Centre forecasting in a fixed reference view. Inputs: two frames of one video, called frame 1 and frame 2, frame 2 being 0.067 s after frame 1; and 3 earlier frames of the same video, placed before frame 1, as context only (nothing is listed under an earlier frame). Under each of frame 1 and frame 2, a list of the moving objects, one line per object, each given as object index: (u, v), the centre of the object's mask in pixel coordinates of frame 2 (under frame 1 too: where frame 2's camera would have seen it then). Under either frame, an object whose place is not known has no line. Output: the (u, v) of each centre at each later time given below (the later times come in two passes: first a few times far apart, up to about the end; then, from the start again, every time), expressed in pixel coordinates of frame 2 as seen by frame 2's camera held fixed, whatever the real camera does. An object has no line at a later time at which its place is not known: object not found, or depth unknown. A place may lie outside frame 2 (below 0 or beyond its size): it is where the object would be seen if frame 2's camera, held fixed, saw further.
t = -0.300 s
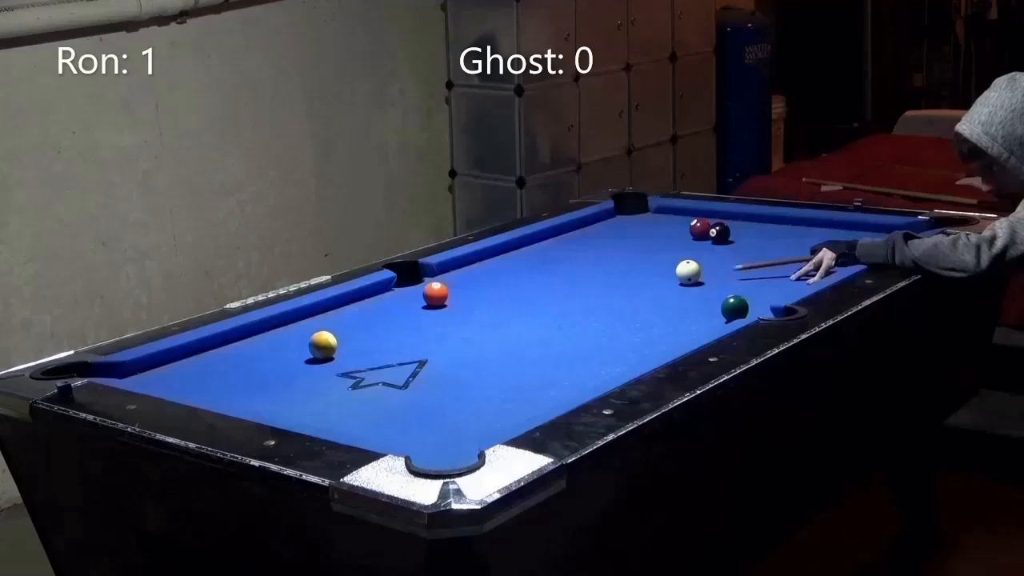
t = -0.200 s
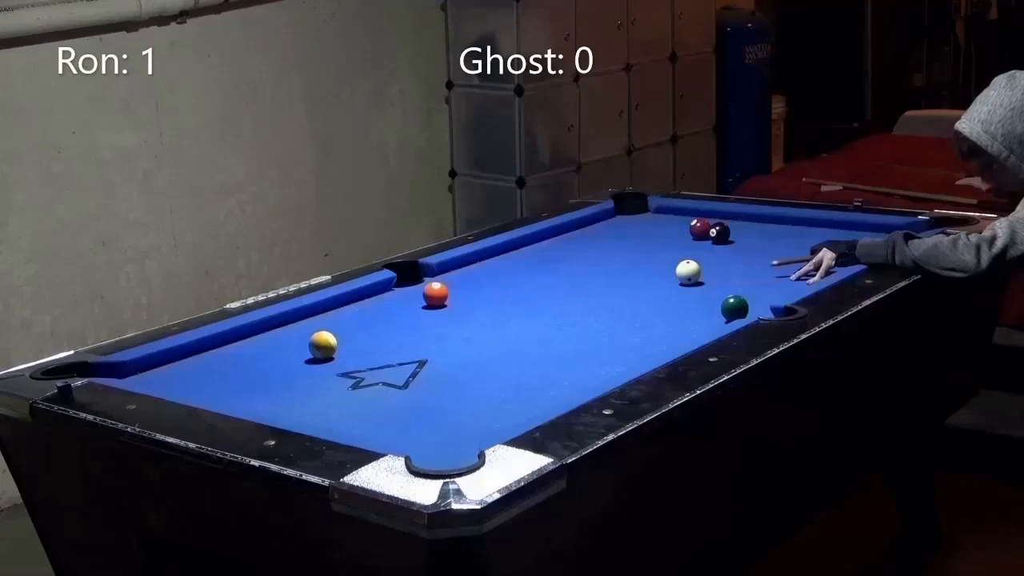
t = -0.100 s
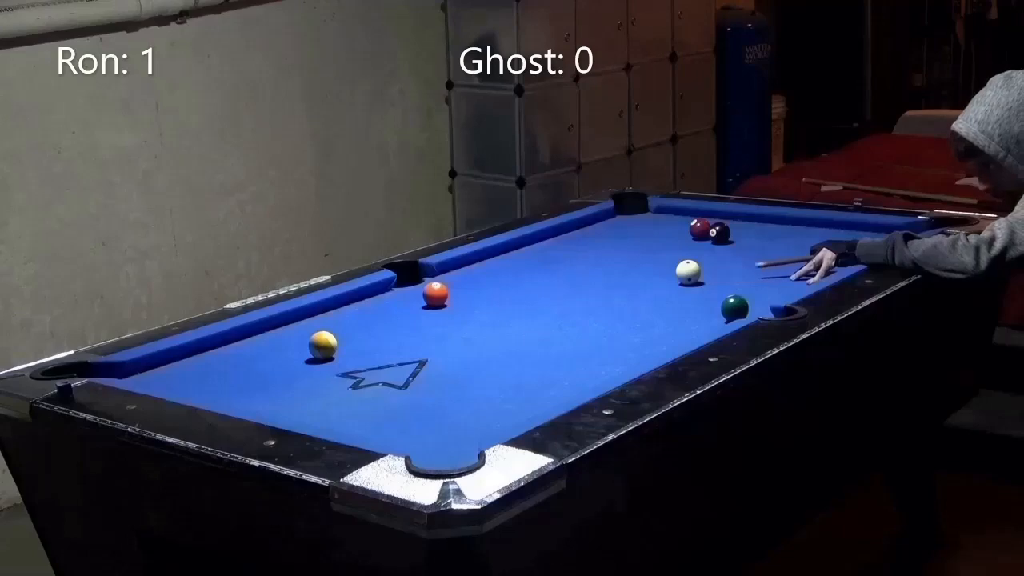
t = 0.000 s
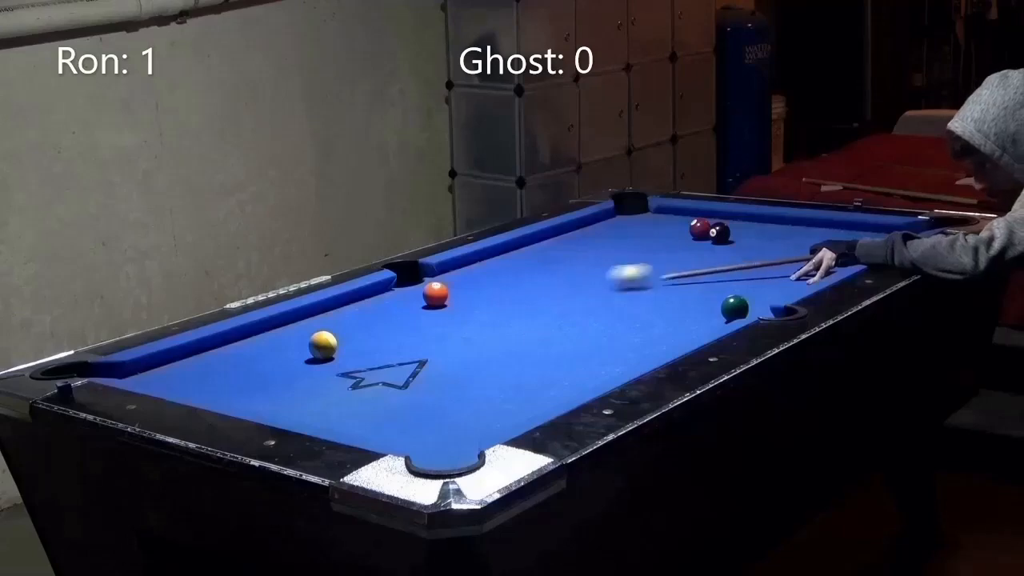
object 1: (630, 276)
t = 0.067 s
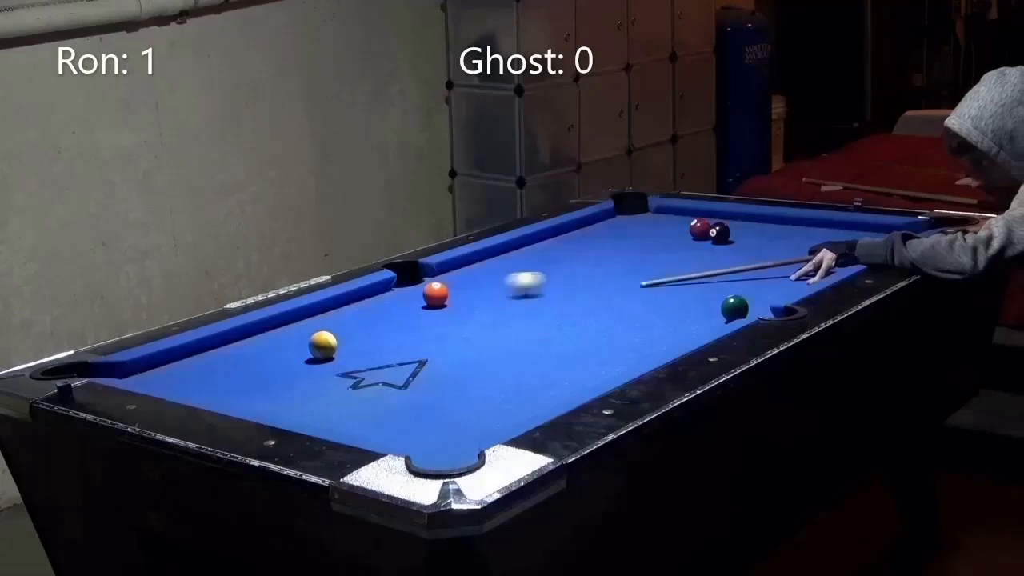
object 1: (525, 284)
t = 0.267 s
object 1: (425, 283)
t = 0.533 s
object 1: (524, 286)
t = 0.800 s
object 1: (617, 289)
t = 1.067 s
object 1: (703, 292)
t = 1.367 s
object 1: (781, 290)
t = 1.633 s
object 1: (756, 288)
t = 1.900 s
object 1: (742, 284)
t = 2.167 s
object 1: (740, 284)
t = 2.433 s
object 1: (740, 284)
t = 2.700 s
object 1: (740, 284)
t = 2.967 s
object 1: (740, 284)
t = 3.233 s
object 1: (740, 284)
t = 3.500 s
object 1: (740, 284)
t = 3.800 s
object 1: (740, 284)
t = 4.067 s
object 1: (740, 284)
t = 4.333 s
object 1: (740, 284)
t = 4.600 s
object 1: (740, 284)
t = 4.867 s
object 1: (740, 284)
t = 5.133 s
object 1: (740, 284)
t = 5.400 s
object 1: (740, 284)
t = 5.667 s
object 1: (740, 284)
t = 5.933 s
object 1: (740, 284)
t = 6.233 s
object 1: (740, 284)
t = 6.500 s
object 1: (740, 284)
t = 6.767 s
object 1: (740, 284)
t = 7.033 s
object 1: (740, 284)
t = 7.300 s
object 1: (740, 284)
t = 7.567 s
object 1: (740, 284)
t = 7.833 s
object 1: (740, 284)
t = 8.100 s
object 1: (740, 284)
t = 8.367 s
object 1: (740, 284)
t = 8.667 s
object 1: (740, 284)
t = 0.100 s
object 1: (479, 287)
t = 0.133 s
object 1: (446, 287)
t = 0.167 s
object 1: (425, 285)
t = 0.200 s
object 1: (403, 282)
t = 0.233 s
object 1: (411, 282)
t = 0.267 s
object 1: (425, 283)
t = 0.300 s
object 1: (437, 283)
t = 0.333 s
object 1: (450, 284)
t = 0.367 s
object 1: (463, 284)
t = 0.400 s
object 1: (475, 285)
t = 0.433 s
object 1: (487, 285)
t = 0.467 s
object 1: (499, 286)
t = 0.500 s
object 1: (511, 286)
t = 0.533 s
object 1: (524, 286)
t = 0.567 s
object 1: (536, 287)
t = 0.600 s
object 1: (548, 287)
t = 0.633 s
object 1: (559, 287)
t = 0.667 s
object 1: (571, 288)
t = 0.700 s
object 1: (583, 288)
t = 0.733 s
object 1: (594, 288)
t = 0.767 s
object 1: (606, 289)
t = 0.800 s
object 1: (617, 289)
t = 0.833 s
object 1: (628, 289)
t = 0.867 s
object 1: (639, 290)
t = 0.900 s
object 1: (650, 290)
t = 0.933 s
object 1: (661, 291)
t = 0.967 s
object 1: (672, 291)
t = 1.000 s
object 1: (682, 291)
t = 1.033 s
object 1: (693, 291)
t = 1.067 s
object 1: (703, 292)
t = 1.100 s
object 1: (713, 292)
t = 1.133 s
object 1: (722, 290)
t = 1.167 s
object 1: (733, 289)
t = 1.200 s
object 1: (745, 291)
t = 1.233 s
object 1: (754, 293)
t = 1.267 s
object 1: (763, 293)
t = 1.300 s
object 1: (771, 292)
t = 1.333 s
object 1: (780, 290)
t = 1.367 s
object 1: (781, 290)
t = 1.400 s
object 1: (778, 289)
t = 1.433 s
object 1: (775, 290)
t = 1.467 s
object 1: (771, 290)
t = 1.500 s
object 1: (768, 290)
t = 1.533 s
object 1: (765, 290)
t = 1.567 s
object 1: (762, 289)
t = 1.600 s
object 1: (759, 288)
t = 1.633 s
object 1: (756, 288)
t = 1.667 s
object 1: (753, 287)
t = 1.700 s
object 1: (751, 287)
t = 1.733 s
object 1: (749, 286)
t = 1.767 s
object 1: (747, 285)
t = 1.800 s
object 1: (746, 285)
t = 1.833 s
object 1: (745, 285)
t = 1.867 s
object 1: (743, 285)
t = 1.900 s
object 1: (742, 284)
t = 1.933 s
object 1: (741, 284)
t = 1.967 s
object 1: (740, 284)
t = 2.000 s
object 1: (740, 284)
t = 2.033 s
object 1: (739, 284)
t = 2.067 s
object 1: (739, 283)
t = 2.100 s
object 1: (739, 283)
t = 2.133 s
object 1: (739, 283)
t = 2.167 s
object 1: (740, 284)
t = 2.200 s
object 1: (740, 284)
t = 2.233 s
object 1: (740, 284)
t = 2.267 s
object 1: (740, 284)
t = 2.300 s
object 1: (740, 284)
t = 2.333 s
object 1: (740, 284)
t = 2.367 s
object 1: (740, 284)
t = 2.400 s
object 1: (740, 284)
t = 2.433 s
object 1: (740, 284)
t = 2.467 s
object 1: (740, 284)
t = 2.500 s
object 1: (740, 284)
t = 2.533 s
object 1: (740, 284)
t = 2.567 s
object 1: (740, 284)
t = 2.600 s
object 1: (740, 284)
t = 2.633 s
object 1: (740, 284)
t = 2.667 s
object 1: (740, 284)
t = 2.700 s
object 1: (740, 284)
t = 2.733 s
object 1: (740, 284)
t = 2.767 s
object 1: (740, 284)
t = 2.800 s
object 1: (740, 284)
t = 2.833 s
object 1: (740, 284)
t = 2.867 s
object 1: (740, 284)
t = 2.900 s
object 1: (740, 284)
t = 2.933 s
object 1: (740, 284)
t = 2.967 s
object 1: (740, 284)
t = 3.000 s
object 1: (740, 284)
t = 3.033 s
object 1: (740, 284)
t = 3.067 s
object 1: (740, 284)
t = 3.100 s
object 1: (740, 284)
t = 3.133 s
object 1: (740, 284)
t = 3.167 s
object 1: (740, 284)
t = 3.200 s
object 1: (740, 284)
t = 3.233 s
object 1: (740, 284)
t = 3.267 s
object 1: (740, 284)
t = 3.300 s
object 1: (740, 284)
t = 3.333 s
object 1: (740, 284)
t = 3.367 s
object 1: (740, 284)
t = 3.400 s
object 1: (740, 284)
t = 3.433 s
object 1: (740, 284)
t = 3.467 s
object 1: (740, 284)
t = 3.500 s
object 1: (740, 284)
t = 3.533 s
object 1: (740, 284)
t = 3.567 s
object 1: (740, 284)
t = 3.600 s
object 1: (740, 284)
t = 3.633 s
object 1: (740, 284)
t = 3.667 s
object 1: (740, 284)
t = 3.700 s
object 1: (740, 284)
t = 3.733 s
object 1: (740, 284)
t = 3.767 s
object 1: (740, 284)
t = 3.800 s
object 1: (740, 284)
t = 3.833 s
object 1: (740, 284)
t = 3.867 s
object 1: (740, 284)
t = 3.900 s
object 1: (740, 284)
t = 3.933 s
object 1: (740, 284)
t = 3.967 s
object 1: (740, 284)
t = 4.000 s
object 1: (740, 284)
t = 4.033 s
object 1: (740, 284)
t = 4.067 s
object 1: (740, 284)
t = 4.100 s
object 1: (740, 284)
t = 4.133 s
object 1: (740, 284)
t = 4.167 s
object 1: (740, 284)
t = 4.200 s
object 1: (740, 284)
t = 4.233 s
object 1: (740, 284)
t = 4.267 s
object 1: (740, 284)
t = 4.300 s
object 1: (740, 284)
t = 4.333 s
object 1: (740, 284)
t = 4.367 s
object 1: (740, 284)
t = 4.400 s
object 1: (740, 284)
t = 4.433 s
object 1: (740, 284)
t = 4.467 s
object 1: (740, 284)
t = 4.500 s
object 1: (740, 284)
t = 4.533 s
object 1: (740, 284)
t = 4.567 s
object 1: (740, 284)
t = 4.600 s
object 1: (740, 284)
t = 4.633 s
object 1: (740, 284)
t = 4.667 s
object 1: (740, 284)
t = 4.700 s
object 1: (740, 284)
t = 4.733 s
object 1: (740, 284)
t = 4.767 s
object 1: (740, 284)
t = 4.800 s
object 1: (740, 284)
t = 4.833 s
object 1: (740, 284)
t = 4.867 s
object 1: (740, 284)
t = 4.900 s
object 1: (740, 284)
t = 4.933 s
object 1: (740, 284)
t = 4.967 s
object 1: (740, 284)
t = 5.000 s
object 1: (740, 284)
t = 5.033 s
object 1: (740, 284)
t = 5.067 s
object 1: (740, 284)
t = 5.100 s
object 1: (740, 284)
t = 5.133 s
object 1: (740, 284)
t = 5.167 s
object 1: (740, 284)
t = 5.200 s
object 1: (740, 284)
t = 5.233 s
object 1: (740, 284)
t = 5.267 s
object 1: (740, 284)
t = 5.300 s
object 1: (740, 284)
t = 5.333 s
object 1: (740, 284)
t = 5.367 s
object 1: (740, 284)
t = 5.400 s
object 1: (740, 284)
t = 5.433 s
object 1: (740, 284)
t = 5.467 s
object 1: (740, 284)
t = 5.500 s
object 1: (740, 284)
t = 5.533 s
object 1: (740, 284)
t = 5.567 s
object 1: (740, 284)
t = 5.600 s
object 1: (740, 284)
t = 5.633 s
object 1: (740, 284)
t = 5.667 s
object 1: (740, 284)
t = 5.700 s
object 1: (740, 284)
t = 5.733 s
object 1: (740, 284)
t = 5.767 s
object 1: (740, 284)
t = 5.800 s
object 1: (740, 284)
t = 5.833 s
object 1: (740, 284)
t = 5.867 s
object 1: (740, 284)
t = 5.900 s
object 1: (740, 284)
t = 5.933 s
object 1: (740, 284)
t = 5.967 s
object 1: (740, 284)
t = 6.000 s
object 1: (740, 284)
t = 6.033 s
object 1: (740, 284)
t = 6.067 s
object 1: (740, 284)
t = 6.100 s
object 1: (740, 284)
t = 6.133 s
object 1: (740, 284)
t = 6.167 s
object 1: (740, 284)
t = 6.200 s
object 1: (740, 284)
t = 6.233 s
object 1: (740, 284)
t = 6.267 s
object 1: (740, 284)
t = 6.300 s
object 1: (740, 284)
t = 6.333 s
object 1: (740, 284)
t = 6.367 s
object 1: (740, 284)
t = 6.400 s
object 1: (740, 284)
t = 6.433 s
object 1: (740, 284)
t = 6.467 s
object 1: (740, 284)
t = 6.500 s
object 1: (740, 284)
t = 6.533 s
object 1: (740, 284)
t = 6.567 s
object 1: (740, 284)
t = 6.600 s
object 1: (740, 284)
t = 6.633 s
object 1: (740, 284)
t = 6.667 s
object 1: (740, 284)
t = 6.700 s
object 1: (740, 284)
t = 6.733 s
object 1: (740, 284)
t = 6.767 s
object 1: (740, 284)
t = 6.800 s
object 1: (740, 284)
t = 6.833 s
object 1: (740, 284)
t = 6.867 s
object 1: (740, 284)
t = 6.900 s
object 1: (740, 284)
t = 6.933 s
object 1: (740, 284)
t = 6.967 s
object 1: (740, 284)
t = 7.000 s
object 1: (740, 284)
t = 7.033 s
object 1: (740, 284)
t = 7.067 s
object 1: (740, 284)
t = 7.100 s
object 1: (740, 284)
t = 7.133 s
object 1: (740, 284)
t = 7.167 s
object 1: (740, 284)
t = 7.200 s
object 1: (740, 284)
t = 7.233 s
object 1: (740, 284)
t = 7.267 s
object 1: (740, 284)
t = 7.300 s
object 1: (740, 284)
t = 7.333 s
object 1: (740, 284)
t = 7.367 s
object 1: (740, 284)
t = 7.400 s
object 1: (740, 284)
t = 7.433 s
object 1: (740, 284)
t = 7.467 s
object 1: (740, 284)
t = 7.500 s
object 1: (740, 284)
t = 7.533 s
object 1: (740, 284)
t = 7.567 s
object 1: (740, 284)
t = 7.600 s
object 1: (740, 284)
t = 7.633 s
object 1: (740, 284)
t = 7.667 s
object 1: (740, 284)
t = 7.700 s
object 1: (740, 284)
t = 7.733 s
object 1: (740, 284)
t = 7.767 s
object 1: (740, 284)
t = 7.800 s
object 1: (740, 284)
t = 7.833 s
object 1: (740, 284)
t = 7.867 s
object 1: (740, 284)
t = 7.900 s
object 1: (740, 284)
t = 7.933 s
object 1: (740, 284)
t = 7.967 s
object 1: (740, 284)
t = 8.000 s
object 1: (740, 284)
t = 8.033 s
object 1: (740, 284)
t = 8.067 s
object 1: (740, 284)
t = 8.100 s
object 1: (740, 284)
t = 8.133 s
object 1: (740, 284)
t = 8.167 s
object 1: (740, 284)
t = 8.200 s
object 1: (740, 284)
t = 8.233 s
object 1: (740, 284)
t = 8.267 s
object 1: (740, 284)
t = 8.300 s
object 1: (740, 284)
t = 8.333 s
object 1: (740, 284)
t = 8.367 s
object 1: (740, 284)
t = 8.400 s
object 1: (740, 284)
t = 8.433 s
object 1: (740, 284)
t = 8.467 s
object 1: (740, 284)
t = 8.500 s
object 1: (740, 284)
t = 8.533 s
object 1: (740, 284)
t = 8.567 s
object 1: (740, 284)
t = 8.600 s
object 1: (740, 284)
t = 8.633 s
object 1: (740, 284)
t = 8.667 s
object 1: (740, 284)
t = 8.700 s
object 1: (740, 284)
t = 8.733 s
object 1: (740, 284)
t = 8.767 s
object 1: (740, 284)
